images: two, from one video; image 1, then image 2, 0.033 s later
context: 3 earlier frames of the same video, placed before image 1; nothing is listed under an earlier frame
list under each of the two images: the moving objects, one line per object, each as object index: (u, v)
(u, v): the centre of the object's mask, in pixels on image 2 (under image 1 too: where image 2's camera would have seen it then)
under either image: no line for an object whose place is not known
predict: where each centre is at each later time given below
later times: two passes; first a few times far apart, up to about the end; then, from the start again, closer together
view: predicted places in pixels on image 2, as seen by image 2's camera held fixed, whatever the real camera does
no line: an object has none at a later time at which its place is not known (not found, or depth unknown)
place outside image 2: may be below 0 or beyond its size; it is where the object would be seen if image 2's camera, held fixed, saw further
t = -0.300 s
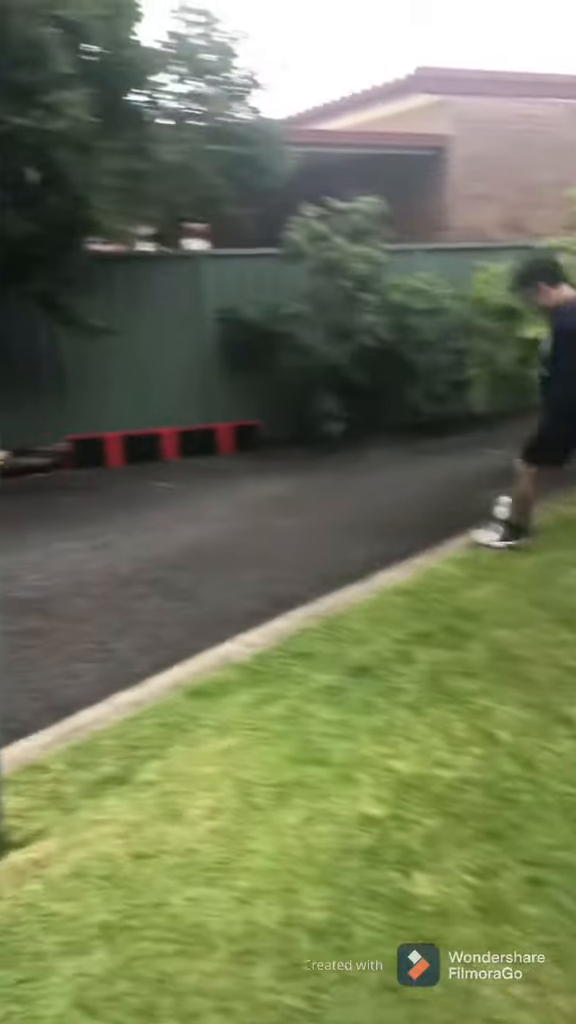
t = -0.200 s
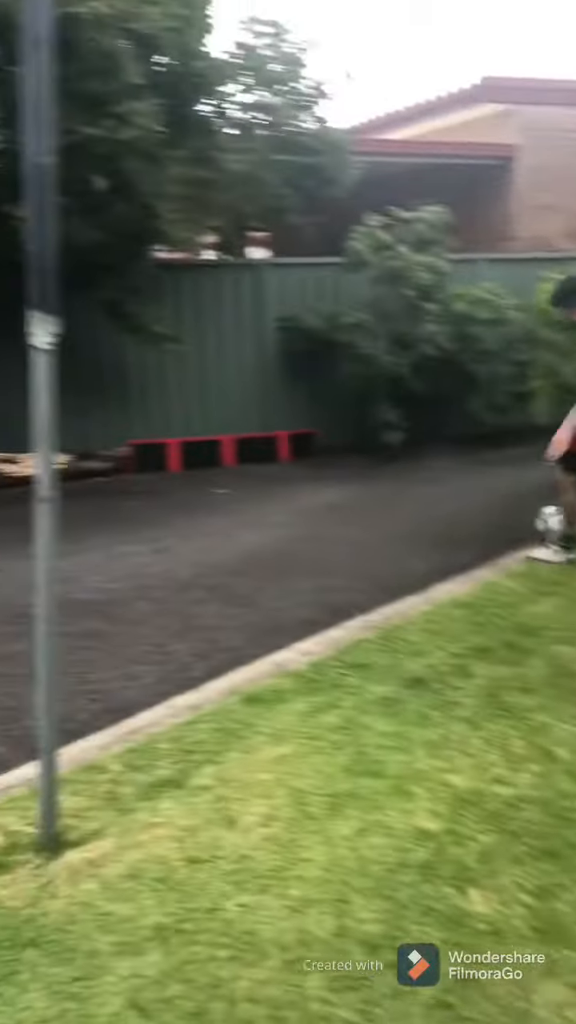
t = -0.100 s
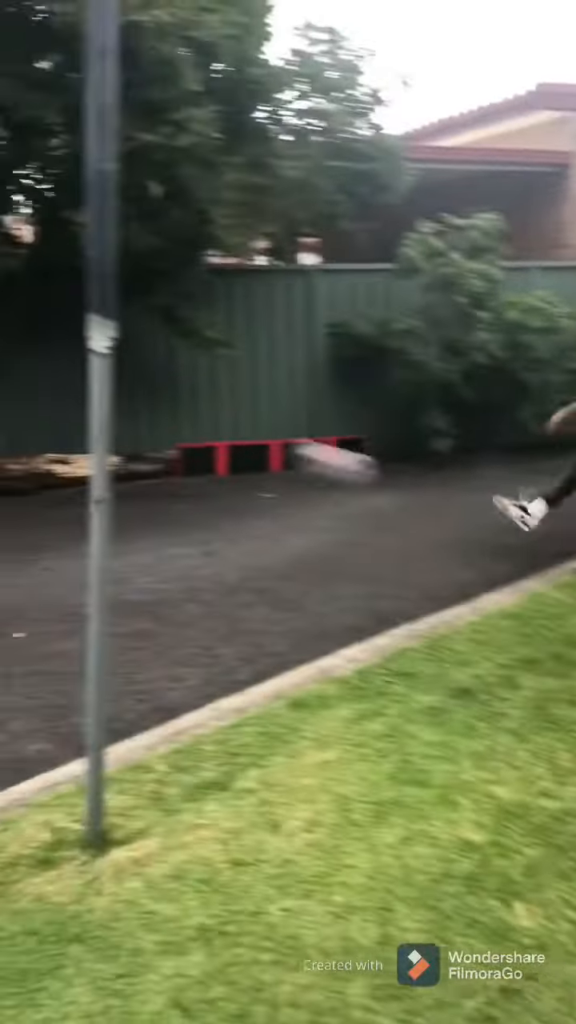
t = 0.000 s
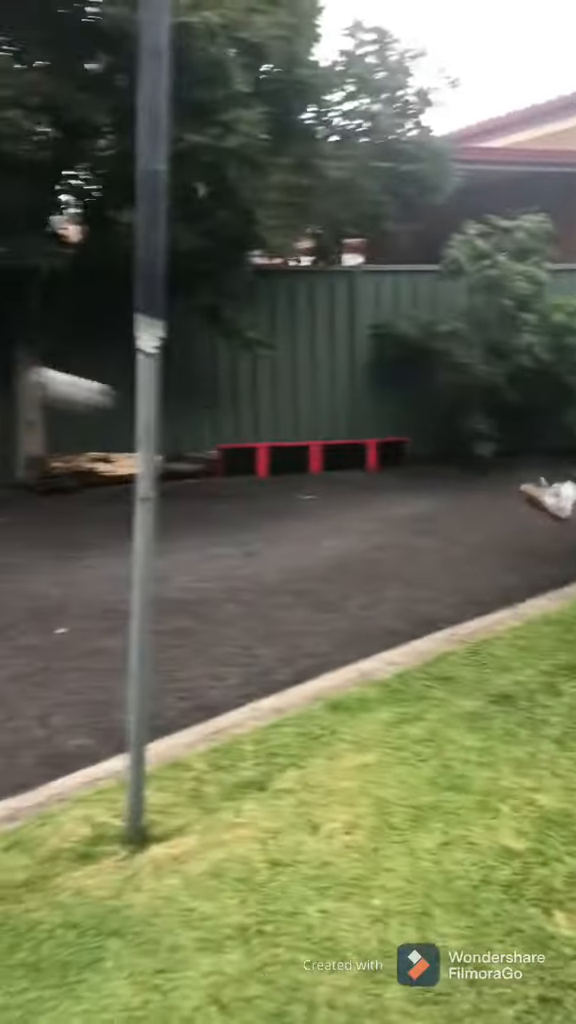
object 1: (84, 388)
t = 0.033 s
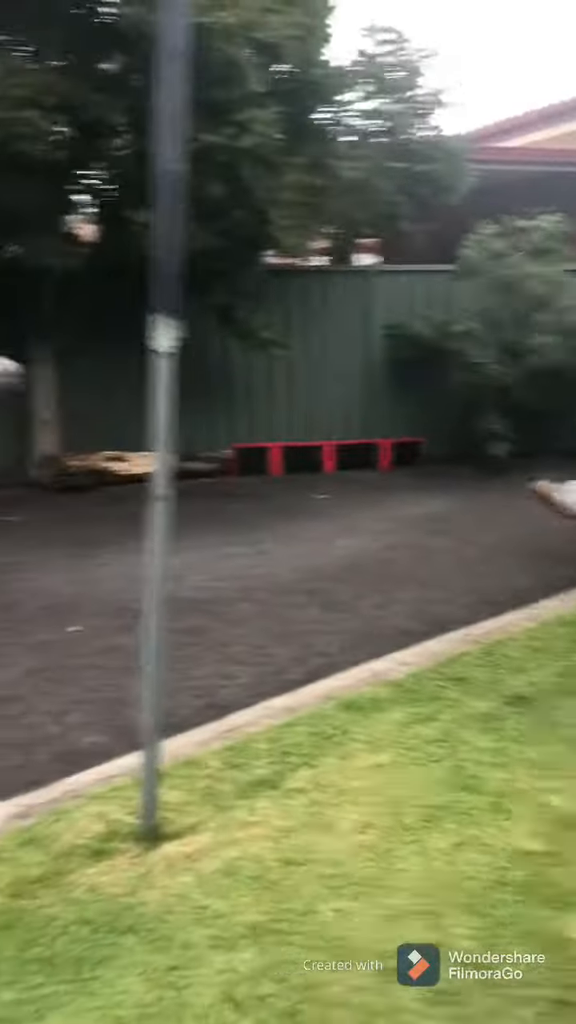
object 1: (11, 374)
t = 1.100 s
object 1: (22, 479)
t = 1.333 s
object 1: (142, 616)
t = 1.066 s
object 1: (6, 470)
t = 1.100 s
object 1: (22, 479)
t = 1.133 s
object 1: (38, 491)
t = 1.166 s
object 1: (56, 503)
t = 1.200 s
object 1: (74, 519)
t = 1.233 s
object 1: (93, 538)
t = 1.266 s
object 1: (110, 561)
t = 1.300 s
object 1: (124, 585)
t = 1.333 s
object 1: (142, 616)
